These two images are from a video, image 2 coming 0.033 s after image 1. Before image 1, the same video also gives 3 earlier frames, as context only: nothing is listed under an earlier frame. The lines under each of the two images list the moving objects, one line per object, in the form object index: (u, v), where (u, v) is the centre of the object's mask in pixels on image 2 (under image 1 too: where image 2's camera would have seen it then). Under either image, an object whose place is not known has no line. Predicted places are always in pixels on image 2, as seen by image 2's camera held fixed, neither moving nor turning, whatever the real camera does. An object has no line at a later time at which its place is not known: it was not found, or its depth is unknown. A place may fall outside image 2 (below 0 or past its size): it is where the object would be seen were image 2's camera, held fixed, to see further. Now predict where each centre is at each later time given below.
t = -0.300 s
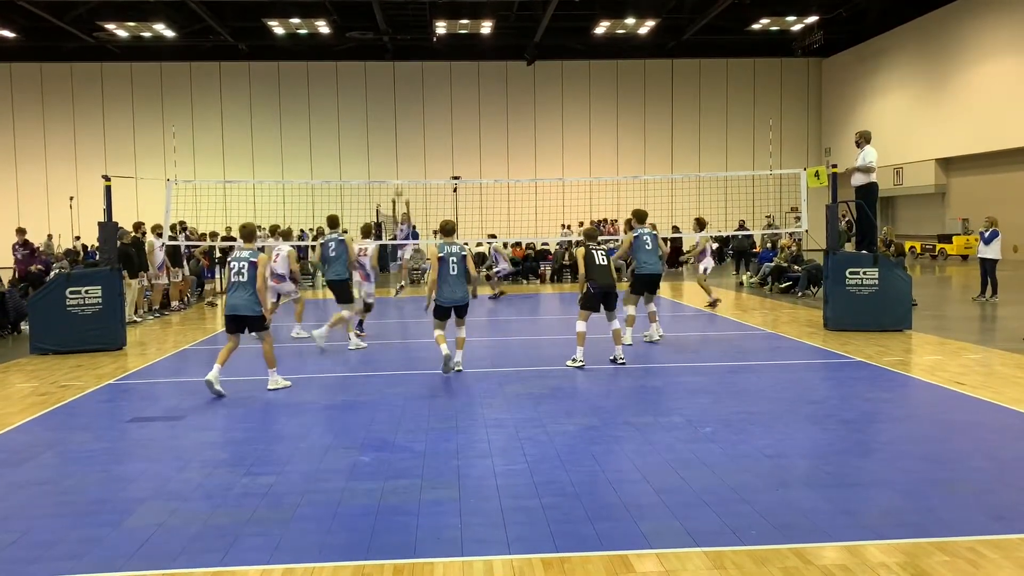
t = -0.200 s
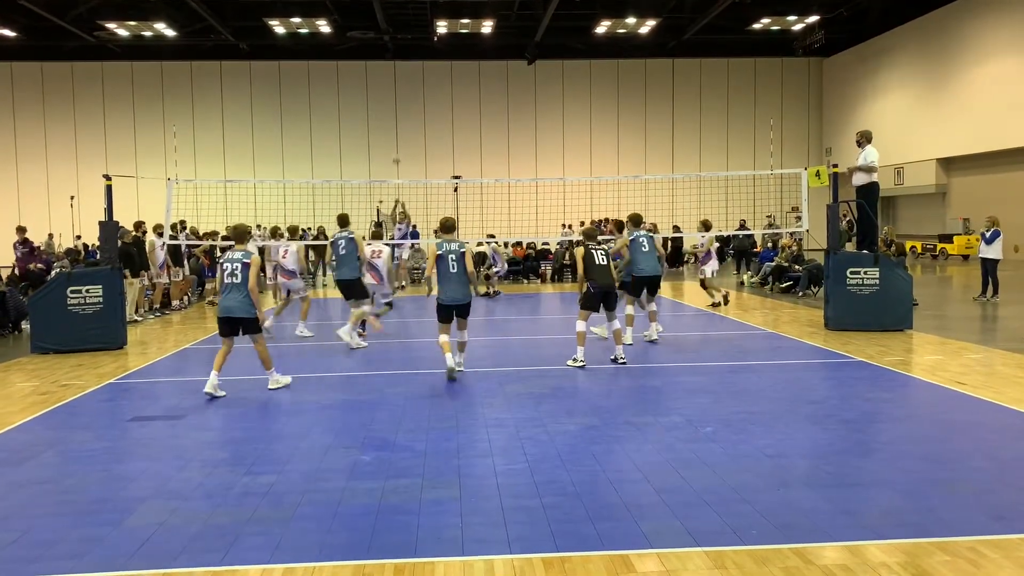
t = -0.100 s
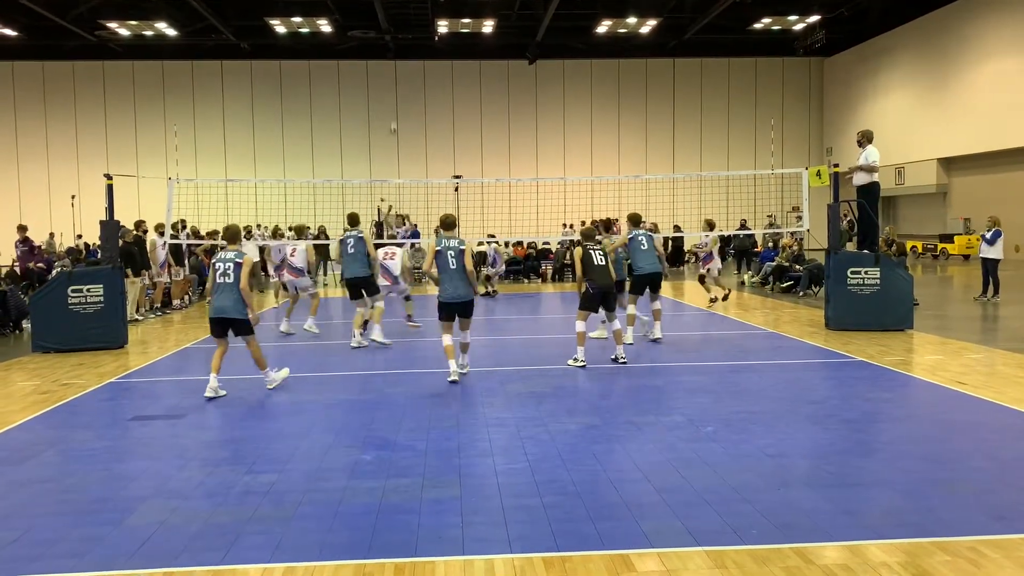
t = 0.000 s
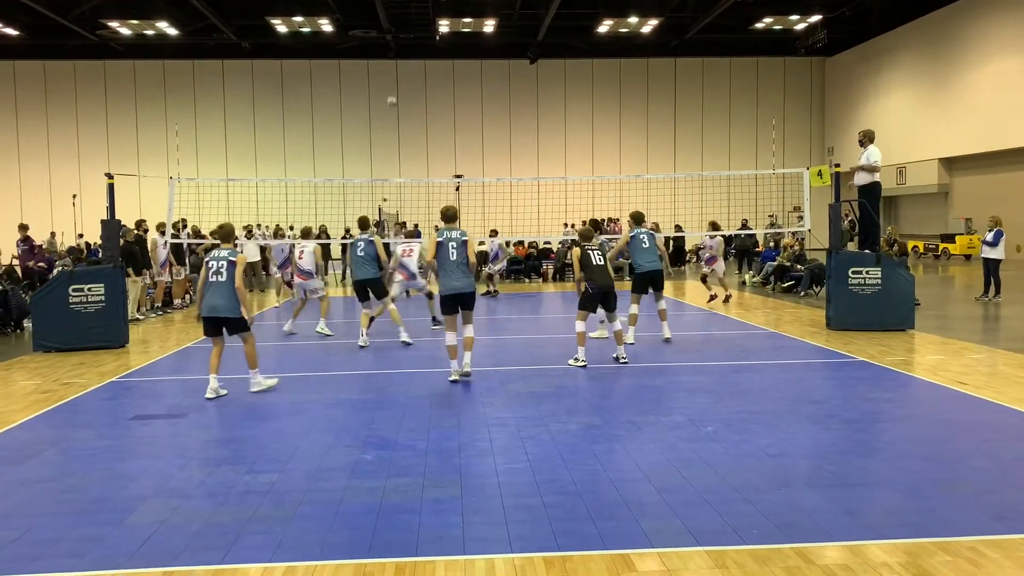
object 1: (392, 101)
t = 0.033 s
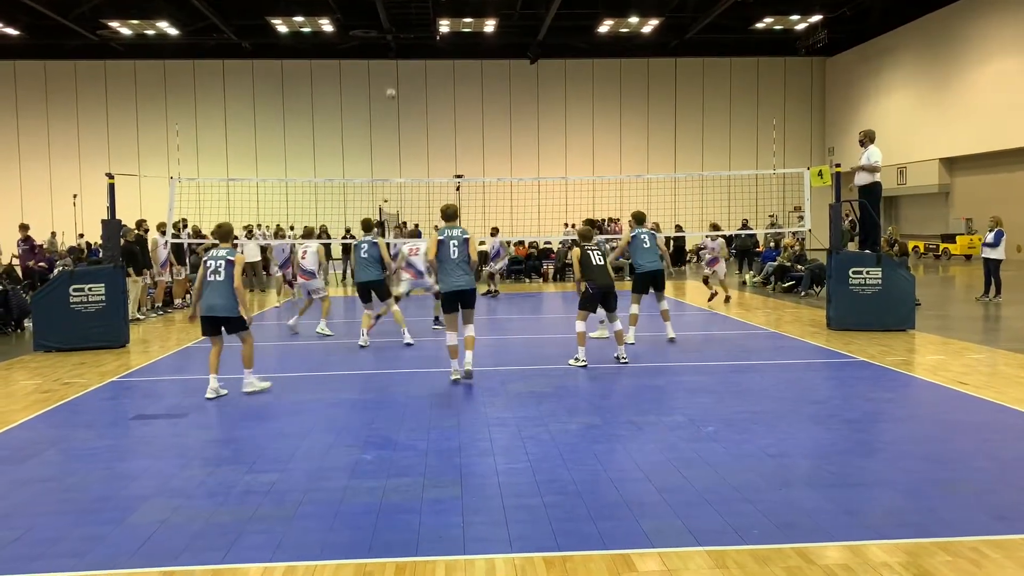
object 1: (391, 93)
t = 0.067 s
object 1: (390, 86)
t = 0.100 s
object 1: (389, 79)
